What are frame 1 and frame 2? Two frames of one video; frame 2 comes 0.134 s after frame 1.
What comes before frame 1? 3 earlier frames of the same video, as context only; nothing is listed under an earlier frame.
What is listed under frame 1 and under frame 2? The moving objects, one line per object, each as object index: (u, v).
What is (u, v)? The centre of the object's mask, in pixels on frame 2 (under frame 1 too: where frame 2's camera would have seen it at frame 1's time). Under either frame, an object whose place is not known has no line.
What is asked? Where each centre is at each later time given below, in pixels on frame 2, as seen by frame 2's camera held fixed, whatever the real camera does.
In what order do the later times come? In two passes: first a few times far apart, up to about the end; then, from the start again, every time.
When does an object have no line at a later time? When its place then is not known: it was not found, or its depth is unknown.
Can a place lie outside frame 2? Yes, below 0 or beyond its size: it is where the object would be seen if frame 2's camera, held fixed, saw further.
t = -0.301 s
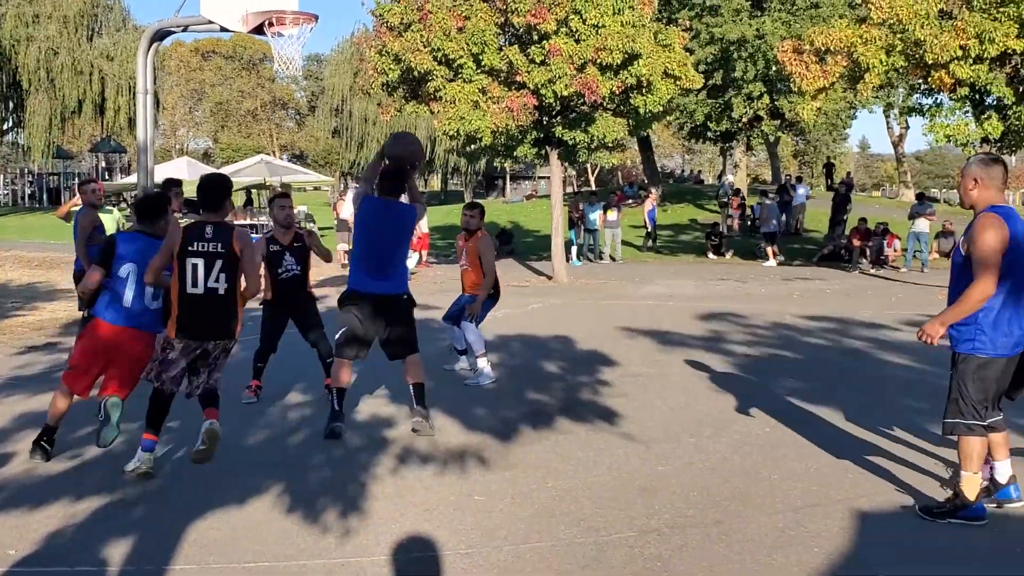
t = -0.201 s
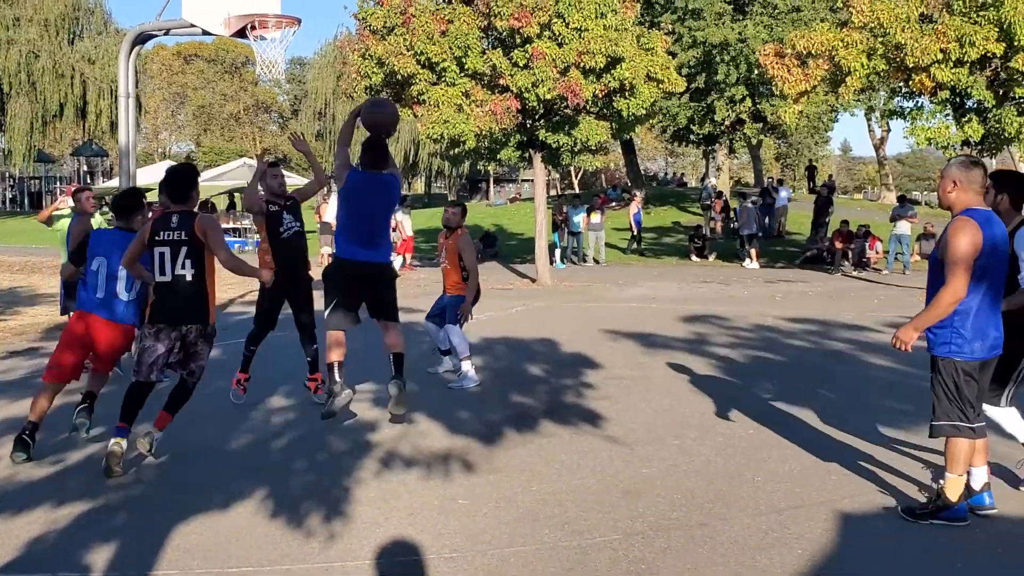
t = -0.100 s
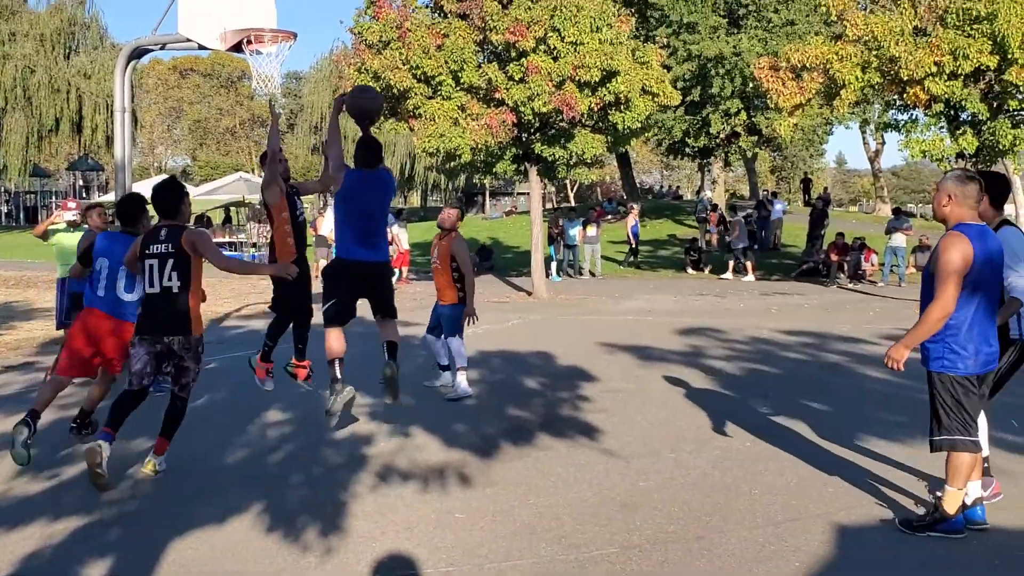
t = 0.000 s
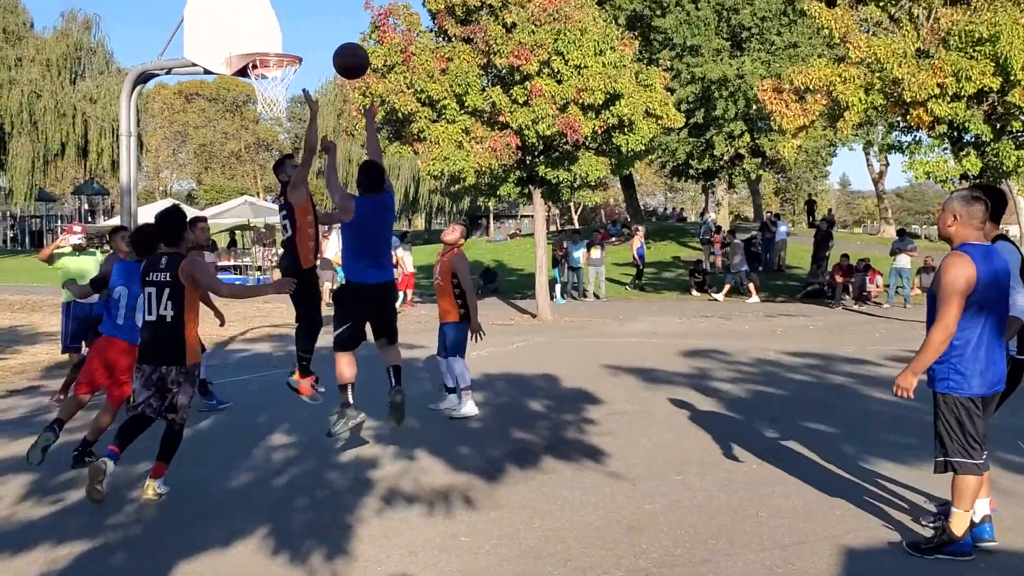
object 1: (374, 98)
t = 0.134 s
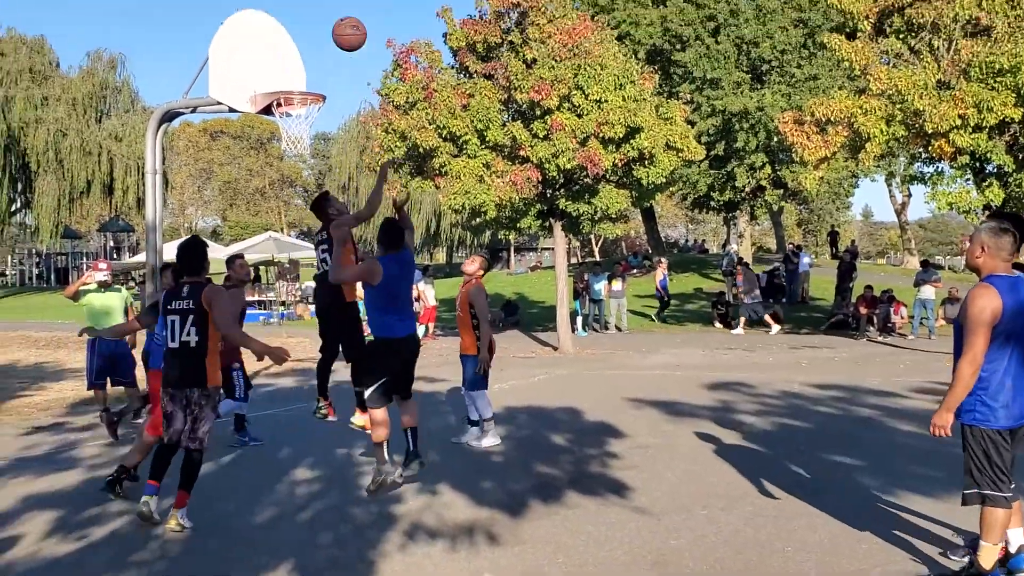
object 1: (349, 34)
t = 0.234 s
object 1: (332, 6)
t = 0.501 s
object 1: (294, 4)
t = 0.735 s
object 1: (268, 70)
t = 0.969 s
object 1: (295, 49)
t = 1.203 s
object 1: (337, 69)
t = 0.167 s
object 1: (343, 23)
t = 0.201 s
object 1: (338, 14)
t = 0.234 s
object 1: (332, 6)
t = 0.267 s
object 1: (327, 1)
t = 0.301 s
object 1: (322, -3)
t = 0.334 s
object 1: (317, -6)
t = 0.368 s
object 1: (312, -7)
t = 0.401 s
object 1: (307, -6)
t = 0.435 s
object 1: (303, -4)
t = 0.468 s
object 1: (299, -1)
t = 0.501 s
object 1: (294, 4)
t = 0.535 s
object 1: (290, 10)
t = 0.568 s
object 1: (287, 17)
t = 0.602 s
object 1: (283, 26)
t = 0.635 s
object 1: (279, 35)
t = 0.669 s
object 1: (275, 46)
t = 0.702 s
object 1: (272, 58)
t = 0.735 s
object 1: (268, 70)
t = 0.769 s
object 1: (265, 81)
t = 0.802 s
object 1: (266, 72)
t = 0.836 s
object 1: (272, 65)
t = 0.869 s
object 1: (277, 59)
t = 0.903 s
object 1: (283, 54)
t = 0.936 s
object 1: (289, 51)
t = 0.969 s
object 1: (295, 49)
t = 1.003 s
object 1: (301, 48)
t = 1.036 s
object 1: (307, 49)
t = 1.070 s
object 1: (313, 50)
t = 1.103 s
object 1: (319, 53)
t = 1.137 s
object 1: (325, 57)
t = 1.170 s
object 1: (331, 62)
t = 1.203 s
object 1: (337, 69)
